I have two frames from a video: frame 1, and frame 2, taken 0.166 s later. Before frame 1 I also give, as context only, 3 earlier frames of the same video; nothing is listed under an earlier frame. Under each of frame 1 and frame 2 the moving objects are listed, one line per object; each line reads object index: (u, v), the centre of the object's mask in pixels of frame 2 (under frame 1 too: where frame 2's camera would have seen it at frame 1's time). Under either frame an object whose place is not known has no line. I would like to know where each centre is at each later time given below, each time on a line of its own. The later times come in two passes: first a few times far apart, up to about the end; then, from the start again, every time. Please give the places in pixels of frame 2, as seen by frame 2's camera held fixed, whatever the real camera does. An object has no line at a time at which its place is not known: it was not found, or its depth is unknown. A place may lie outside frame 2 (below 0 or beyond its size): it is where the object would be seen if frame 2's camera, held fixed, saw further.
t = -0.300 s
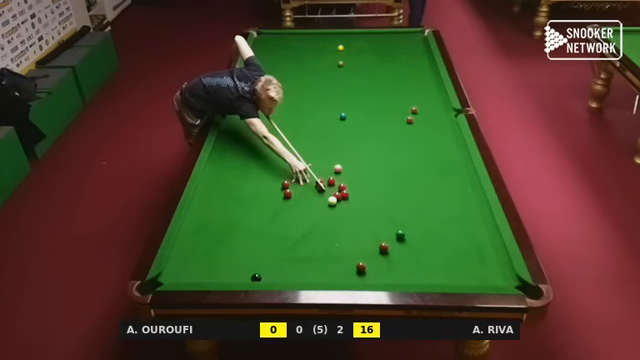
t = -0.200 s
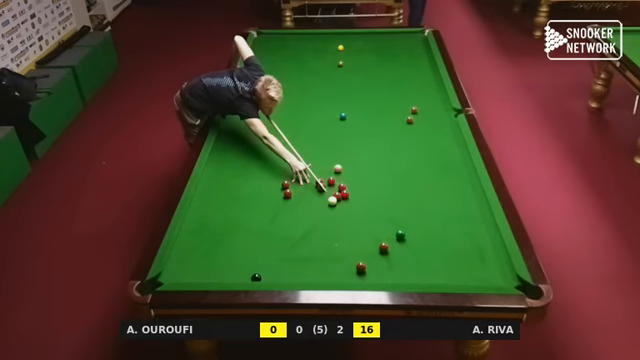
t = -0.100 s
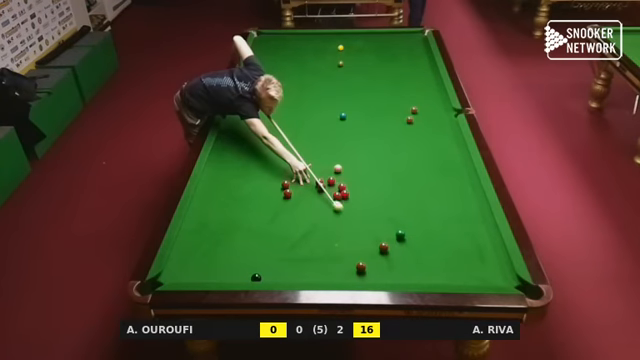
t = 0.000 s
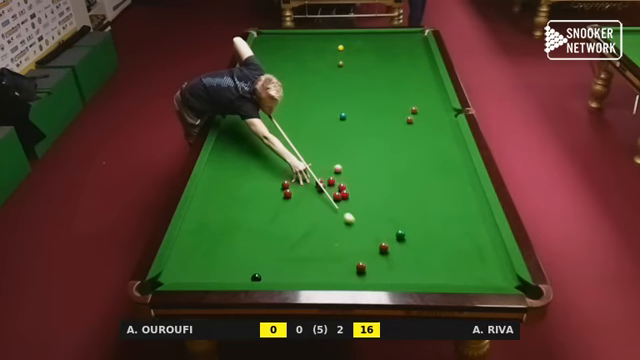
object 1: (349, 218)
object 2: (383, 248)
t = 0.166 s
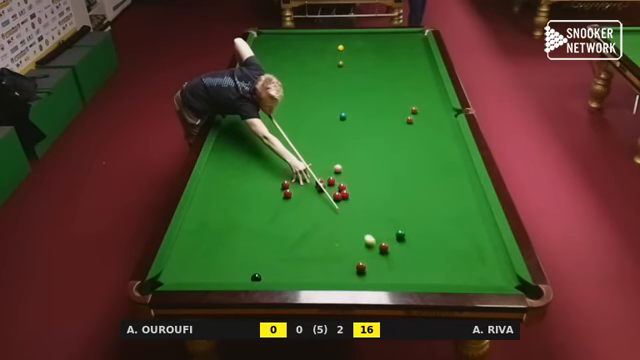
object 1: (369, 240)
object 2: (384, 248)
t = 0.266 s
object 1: (373, 252)
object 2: (392, 250)
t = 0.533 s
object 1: (374, 275)
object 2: (421, 257)
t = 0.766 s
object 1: (371, 256)
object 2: (447, 262)
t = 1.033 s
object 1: (368, 237)
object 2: (475, 269)
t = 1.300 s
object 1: (366, 220)
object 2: (503, 276)
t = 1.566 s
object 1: (364, 205)
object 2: (510, 282)
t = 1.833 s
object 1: (362, 193)
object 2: (508, 279)
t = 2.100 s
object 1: (360, 181)
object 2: (506, 273)
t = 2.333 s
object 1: (358, 172)
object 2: (504, 268)
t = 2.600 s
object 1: (357, 162)
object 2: (503, 264)
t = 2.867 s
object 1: (356, 154)
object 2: (502, 262)
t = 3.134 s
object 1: (355, 146)
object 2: (501, 259)
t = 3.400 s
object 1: (353, 139)
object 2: (501, 258)
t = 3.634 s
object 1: (352, 134)
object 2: (501, 258)
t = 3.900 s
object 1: (352, 128)
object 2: (501, 258)
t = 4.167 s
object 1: (351, 123)
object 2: (501, 258)
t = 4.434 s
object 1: (350, 118)
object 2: (501, 258)
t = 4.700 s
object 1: (350, 114)
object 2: (501, 258)
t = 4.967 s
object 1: (349, 111)
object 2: (501, 258)
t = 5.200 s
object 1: (349, 108)
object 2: (501, 258)
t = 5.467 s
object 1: (349, 105)
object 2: (501, 258)
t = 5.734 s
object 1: (348, 103)
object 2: (501, 258)
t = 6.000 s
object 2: (501, 258)
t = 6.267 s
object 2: (501, 258)
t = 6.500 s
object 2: (501, 258)
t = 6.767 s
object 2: (501, 258)
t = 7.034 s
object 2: (501, 258)
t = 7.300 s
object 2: (501, 258)
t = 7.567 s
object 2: (501, 258)
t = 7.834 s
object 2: (501, 258)
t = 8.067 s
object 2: (501, 258)
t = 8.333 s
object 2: (501, 258)
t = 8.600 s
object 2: (501, 258)
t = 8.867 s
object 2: (501, 258)
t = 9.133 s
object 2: (501, 258)
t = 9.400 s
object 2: (501, 258)
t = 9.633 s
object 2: (501, 257)
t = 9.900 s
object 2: (501, 257)
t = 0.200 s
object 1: (373, 244)
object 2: (384, 248)
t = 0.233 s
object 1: (373, 249)
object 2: (388, 249)
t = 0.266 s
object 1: (373, 252)
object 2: (392, 250)
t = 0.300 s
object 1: (373, 256)
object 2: (396, 251)
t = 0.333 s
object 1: (373, 260)
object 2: (401, 252)
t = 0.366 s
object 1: (374, 264)
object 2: (404, 253)
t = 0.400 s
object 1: (374, 268)
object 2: (407, 253)
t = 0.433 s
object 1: (374, 273)
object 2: (411, 254)
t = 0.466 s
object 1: (375, 276)
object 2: (415, 255)
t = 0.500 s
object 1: (375, 277)
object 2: (418, 256)
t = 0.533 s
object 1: (374, 275)
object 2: (421, 257)
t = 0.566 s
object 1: (374, 272)
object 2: (425, 258)
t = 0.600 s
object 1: (374, 269)
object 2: (429, 258)
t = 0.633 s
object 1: (373, 267)
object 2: (433, 259)
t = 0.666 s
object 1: (373, 264)
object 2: (436, 260)
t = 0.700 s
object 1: (372, 261)
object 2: (440, 261)
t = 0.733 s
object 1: (372, 258)
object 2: (444, 262)
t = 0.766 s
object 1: (371, 256)
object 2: (447, 262)
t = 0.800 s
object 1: (371, 254)
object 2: (451, 263)
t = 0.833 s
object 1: (371, 251)
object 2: (454, 264)
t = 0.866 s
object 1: (370, 249)
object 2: (458, 265)
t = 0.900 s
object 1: (370, 246)
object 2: (461, 266)
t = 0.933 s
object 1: (369, 244)
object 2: (465, 266)
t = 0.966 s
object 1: (369, 241)
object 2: (468, 267)
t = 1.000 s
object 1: (369, 239)
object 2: (472, 268)
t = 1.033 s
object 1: (368, 237)
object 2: (475, 269)
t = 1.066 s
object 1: (368, 235)
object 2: (479, 270)
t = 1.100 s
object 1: (368, 233)
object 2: (482, 271)
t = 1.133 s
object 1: (367, 230)
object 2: (486, 271)
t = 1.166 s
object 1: (367, 228)
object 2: (489, 272)
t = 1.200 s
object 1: (367, 226)
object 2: (492, 273)
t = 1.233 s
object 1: (366, 224)
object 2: (496, 274)
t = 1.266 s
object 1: (366, 222)
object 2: (500, 275)
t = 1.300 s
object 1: (366, 220)
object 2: (503, 276)
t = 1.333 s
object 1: (366, 218)
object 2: (506, 276)
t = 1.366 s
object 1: (365, 216)
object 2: (509, 277)
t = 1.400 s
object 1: (365, 214)
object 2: (513, 278)
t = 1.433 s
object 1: (365, 213)
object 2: (512, 278)
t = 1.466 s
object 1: (364, 211)
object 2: (511, 279)
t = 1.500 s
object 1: (364, 209)
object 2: (511, 280)
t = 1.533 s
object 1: (364, 207)
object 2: (510, 282)
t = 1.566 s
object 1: (364, 205)
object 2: (510, 282)
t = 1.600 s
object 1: (363, 204)
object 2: (510, 283)
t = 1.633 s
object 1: (363, 202)
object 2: (509, 282)
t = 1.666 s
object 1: (363, 200)
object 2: (509, 282)
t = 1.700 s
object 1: (363, 199)
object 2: (508, 281)
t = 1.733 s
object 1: (362, 197)
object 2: (508, 280)
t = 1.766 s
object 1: (362, 196)
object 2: (508, 280)
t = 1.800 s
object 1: (362, 194)
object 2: (508, 279)
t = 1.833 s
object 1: (362, 193)
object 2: (508, 279)
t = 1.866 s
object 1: (361, 191)
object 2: (507, 279)
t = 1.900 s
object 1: (361, 189)
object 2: (507, 278)
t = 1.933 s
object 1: (361, 188)
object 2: (507, 277)
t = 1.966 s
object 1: (361, 187)
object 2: (507, 277)
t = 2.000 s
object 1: (360, 185)
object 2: (506, 276)
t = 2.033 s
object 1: (360, 184)
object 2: (506, 275)
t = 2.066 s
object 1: (360, 182)
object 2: (506, 274)
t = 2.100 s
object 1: (360, 181)
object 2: (506, 273)
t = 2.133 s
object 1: (360, 179)
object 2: (505, 272)
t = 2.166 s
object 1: (359, 178)
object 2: (505, 271)
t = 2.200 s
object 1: (359, 177)
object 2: (505, 271)
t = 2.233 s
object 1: (359, 175)
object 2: (505, 270)
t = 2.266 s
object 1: (359, 174)
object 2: (505, 270)
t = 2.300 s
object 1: (359, 173)
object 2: (504, 269)
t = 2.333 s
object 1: (358, 172)
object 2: (504, 268)
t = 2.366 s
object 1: (358, 171)
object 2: (504, 268)
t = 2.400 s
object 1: (358, 169)
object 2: (504, 267)
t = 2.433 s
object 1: (358, 168)
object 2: (504, 267)
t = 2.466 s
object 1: (358, 167)
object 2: (504, 266)
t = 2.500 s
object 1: (358, 166)
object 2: (504, 266)
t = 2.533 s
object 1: (357, 164)
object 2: (503, 265)
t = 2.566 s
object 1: (357, 164)
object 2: (503, 265)
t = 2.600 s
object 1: (357, 162)
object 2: (503, 264)
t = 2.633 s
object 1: (357, 161)
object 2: (503, 264)
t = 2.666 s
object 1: (357, 160)
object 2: (503, 264)
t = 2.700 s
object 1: (357, 159)
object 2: (503, 263)
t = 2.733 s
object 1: (356, 158)
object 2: (502, 263)
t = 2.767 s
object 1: (356, 157)
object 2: (502, 262)
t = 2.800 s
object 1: (356, 156)
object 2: (502, 262)
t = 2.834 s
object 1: (356, 155)
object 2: (502, 262)
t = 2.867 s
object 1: (356, 154)
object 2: (502, 262)
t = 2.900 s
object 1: (356, 153)
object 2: (502, 261)
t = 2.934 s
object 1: (355, 152)
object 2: (502, 261)
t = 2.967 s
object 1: (355, 151)
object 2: (502, 260)
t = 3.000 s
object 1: (355, 150)
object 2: (502, 260)
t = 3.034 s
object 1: (355, 149)
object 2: (502, 260)
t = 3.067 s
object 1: (355, 148)
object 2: (502, 259)
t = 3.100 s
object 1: (355, 147)
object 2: (501, 259)
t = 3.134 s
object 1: (355, 146)
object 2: (501, 259)
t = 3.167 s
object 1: (354, 145)
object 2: (501, 259)
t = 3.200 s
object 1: (354, 144)
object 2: (501, 259)
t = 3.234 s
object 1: (354, 143)
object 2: (501, 258)
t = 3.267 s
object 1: (354, 142)
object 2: (501, 258)
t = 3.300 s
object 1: (354, 142)
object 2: (501, 258)
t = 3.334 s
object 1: (354, 141)
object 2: (501, 258)
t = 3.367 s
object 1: (353, 140)
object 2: (501, 258)
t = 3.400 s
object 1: (353, 139)
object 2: (501, 258)
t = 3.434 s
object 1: (353, 138)
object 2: (501, 258)
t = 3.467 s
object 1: (353, 137)
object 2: (501, 258)
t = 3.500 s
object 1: (353, 137)
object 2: (501, 258)
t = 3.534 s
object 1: (353, 136)
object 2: (501, 258)
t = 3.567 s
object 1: (353, 135)
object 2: (501, 258)
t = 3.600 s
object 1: (353, 134)
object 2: (501, 258)
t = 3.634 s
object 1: (352, 134)
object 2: (501, 258)
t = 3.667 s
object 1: (352, 133)
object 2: (501, 258)
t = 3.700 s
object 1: (352, 132)
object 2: (501, 258)
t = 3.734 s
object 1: (352, 131)
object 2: (501, 258)
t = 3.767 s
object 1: (352, 131)
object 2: (501, 258)
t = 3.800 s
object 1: (352, 130)
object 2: (501, 257)
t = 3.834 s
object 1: (352, 129)
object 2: (501, 258)
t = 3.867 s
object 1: (352, 129)
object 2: (501, 258)
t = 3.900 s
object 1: (352, 128)
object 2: (501, 258)
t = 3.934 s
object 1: (351, 127)
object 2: (501, 258)
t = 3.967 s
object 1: (351, 127)
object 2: (501, 258)
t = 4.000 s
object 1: (351, 126)
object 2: (501, 258)
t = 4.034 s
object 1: (351, 125)
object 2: (501, 258)
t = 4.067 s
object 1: (351, 125)
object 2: (501, 258)
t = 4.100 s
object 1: (351, 124)
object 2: (501, 258)
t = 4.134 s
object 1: (351, 124)
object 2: (501, 258)
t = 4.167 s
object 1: (351, 123)
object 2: (501, 258)
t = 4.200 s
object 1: (351, 122)
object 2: (501, 258)
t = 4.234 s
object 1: (351, 122)
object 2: (501, 258)
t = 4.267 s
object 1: (351, 121)
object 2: (501, 258)
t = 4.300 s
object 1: (350, 120)
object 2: (501, 258)
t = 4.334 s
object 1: (350, 120)
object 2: (501, 258)
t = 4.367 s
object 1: (350, 119)
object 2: (501, 258)
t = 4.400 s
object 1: (350, 119)
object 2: (501, 258)
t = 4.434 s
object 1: (350, 118)
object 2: (501, 258)
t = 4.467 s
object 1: (350, 118)
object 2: (501, 258)
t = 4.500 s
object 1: (350, 117)
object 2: (501, 258)
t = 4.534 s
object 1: (350, 117)
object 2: (501, 258)
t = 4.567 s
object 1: (350, 116)
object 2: (501, 258)
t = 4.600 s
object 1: (350, 116)
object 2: (501, 258)
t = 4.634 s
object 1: (350, 115)
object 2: (501, 258)
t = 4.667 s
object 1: (350, 115)
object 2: (501, 258)
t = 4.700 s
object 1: (350, 114)
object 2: (501, 258)
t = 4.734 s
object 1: (350, 114)
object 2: (501, 258)
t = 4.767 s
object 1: (350, 113)
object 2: (501, 258)
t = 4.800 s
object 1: (349, 113)
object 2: (501, 258)
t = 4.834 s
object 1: (349, 112)
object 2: (501, 258)
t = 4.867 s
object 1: (349, 112)
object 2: (501, 258)
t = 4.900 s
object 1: (349, 111)
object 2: (501, 258)
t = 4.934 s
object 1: (349, 111)
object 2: (501, 258)
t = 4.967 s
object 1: (349, 111)
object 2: (501, 258)
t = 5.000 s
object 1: (349, 110)
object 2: (501, 258)
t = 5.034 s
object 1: (349, 110)
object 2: (501, 258)
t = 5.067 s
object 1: (349, 109)
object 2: (501, 258)
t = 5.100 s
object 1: (349, 109)
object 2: (501, 258)
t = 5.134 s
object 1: (349, 108)
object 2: (501, 258)
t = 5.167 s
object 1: (349, 108)
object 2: (501, 258)
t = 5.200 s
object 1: (349, 108)
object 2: (501, 258)
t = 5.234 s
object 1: (349, 107)
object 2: (501, 258)
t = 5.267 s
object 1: (349, 107)
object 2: (501, 258)
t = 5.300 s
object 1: (349, 107)
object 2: (501, 258)
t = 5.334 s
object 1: (349, 106)
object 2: (501, 258)
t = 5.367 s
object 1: (349, 106)
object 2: (501, 258)
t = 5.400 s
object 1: (349, 106)
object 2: (501, 258)
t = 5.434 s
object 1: (349, 105)
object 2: (501, 258)
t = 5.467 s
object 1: (349, 105)
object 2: (501, 258)
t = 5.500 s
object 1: (348, 105)
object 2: (501, 258)
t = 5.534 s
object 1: (349, 104)
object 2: (501, 258)
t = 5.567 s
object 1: (349, 104)
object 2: (501, 258)
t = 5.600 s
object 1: (348, 104)
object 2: (501, 258)
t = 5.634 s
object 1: (348, 104)
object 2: (501, 258)
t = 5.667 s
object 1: (348, 103)
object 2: (501, 258)
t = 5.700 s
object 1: (348, 103)
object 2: (501, 258)
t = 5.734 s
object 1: (348, 103)
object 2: (501, 258)
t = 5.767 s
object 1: (348, 102)
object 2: (501, 258)
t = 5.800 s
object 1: (348, 102)
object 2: (501, 258)
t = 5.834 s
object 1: (348, 102)
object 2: (501, 258)
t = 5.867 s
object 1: (348, 102)
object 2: (501, 258)
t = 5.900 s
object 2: (501, 258)
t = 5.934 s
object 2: (501, 258)
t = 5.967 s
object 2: (501, 258)
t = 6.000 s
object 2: (501, 258)
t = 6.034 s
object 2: (501, 258)
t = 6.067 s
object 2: (501, 258)
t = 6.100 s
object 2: (501, 258)
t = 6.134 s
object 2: (501, 258)
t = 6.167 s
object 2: (501, 258)
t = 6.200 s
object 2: (501, 258)
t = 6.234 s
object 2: (501, 258)
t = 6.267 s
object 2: (501, 258)
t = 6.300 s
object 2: (501, 258)
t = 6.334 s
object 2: (501, 258)
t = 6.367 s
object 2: (501, 258)
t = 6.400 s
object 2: (501, 258)
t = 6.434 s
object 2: (501, 258)
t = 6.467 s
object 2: (501, 258)
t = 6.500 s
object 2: (501, 258)
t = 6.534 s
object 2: (501, 258)
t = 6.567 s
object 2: (501, 258)
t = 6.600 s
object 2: (501, 258)
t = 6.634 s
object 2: (501, 258)
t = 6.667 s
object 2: (501, 258)
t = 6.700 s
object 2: (501, 258)
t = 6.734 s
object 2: (501, 258)
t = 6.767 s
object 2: (501, 258)
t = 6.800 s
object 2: (501, 258)
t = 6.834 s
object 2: (501, 258)
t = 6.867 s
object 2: (501, 258)
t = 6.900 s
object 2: (501, 258)
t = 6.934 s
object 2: (501, 258)
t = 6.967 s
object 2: (501, 258)
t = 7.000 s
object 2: (501, 258)
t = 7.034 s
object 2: (501, 258)
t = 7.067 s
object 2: (501, 258)
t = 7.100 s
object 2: (501, 258)
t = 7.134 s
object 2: (501, 258)
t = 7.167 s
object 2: (501, 258)
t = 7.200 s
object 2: (501, 258)
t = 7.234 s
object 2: (501, 258)
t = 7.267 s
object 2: (501, 258)
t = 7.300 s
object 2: (501, 258)
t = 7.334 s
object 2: (501, 258)
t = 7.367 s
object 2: (501, 258)
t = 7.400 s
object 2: (501, 258)
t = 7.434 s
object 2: (501, 258)
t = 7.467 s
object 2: (501, 258)
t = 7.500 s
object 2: (501, 258)
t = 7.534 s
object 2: (501, 258)
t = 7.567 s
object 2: (501, 258)
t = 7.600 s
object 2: (501, 258)
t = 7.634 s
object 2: (501, 258)
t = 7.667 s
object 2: (501, 258)
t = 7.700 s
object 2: (501, 258)
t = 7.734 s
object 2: (501, 258)
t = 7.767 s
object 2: (501, 258)
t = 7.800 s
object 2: (501, 258)
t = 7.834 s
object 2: (501, 258)
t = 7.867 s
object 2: (501, 258)
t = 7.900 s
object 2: (501, 258)
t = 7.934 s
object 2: (501, 258)
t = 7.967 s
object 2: (501, 258)
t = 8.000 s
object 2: (501, 258)
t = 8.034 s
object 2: (501, 258)
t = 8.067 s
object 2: (501, 258)
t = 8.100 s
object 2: (501, 258)
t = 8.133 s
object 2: (501, 258)
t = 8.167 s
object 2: (501, 258)
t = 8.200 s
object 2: (501, 258)
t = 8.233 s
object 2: (501, 258)
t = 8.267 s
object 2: (501, 258)
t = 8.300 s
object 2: (501, 258)
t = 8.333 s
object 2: (501, 258)
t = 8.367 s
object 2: (501, 258)
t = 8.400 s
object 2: (501, 258)
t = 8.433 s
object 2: (501, 258)
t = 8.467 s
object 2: (501, 258)
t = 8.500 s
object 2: (501, 258)
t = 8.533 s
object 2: (501, 258)
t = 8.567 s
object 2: (501, 258)
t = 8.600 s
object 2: (501, 258)
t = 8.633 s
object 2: (501, 258)
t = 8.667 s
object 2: (501, 258)
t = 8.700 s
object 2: (501, 258)
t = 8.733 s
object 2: (501, 258)
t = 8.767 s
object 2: (501, 258)
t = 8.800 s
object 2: (501, 258)
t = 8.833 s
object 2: (501, 258)
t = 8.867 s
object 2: (501, 258)
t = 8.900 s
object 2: (501, 258)
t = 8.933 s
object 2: (501, 258)
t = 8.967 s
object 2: (501, 258)
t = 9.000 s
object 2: (501, 258)
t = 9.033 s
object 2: (501, 258)
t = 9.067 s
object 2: (501, 258)
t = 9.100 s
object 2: (501, 258)
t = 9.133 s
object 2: (501, 258)
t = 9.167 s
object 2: (501, 258)
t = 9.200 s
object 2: (501, 258)
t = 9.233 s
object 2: (501, 258)
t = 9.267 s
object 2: (501, 258)
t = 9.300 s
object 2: (501, 258)
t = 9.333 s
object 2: (501, 258)
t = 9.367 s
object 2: (501, 258)
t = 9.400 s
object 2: (501, 258)
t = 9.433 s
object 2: (501, 258)
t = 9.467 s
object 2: (501, 257)
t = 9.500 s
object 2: (501, 257)
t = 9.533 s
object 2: (501, 257)
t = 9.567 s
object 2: (501, 257)
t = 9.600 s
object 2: (501, 257)
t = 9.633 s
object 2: (501, 257)
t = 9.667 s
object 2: (501, 257)
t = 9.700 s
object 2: (501, 257)
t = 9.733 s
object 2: (501, 257)
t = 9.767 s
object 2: (501, 257)
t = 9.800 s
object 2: (501, 257)
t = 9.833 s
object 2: (501, 257)
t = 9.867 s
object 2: (501, 257)
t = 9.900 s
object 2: (501, 257)
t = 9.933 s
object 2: (501, 257)
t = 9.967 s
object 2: (501, 257)
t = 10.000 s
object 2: (501, 257)
